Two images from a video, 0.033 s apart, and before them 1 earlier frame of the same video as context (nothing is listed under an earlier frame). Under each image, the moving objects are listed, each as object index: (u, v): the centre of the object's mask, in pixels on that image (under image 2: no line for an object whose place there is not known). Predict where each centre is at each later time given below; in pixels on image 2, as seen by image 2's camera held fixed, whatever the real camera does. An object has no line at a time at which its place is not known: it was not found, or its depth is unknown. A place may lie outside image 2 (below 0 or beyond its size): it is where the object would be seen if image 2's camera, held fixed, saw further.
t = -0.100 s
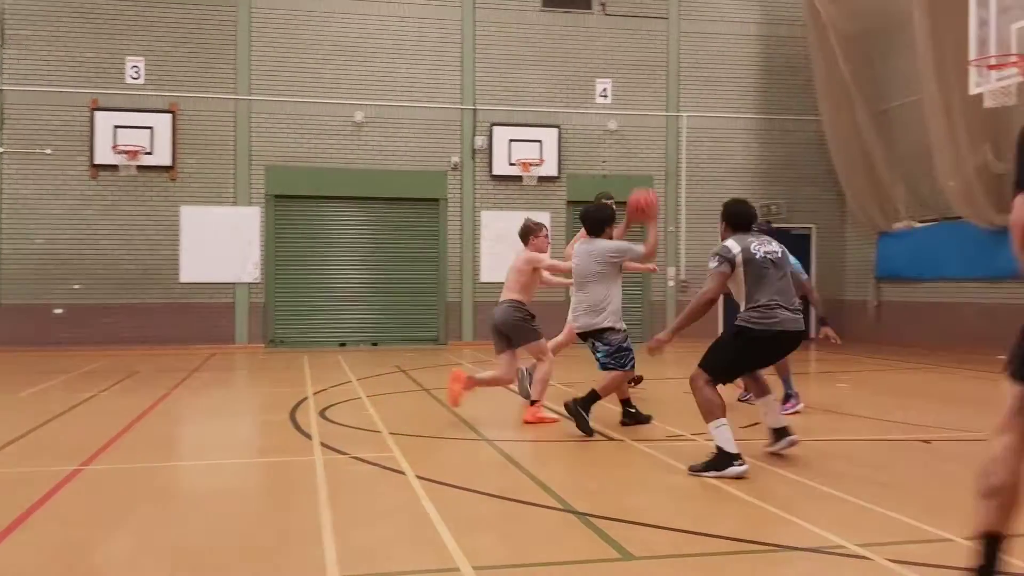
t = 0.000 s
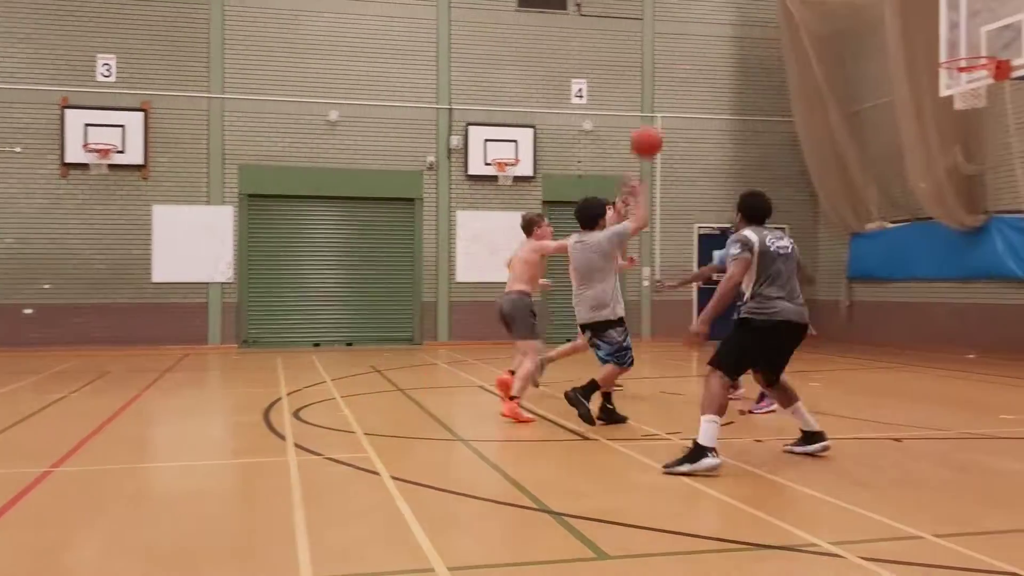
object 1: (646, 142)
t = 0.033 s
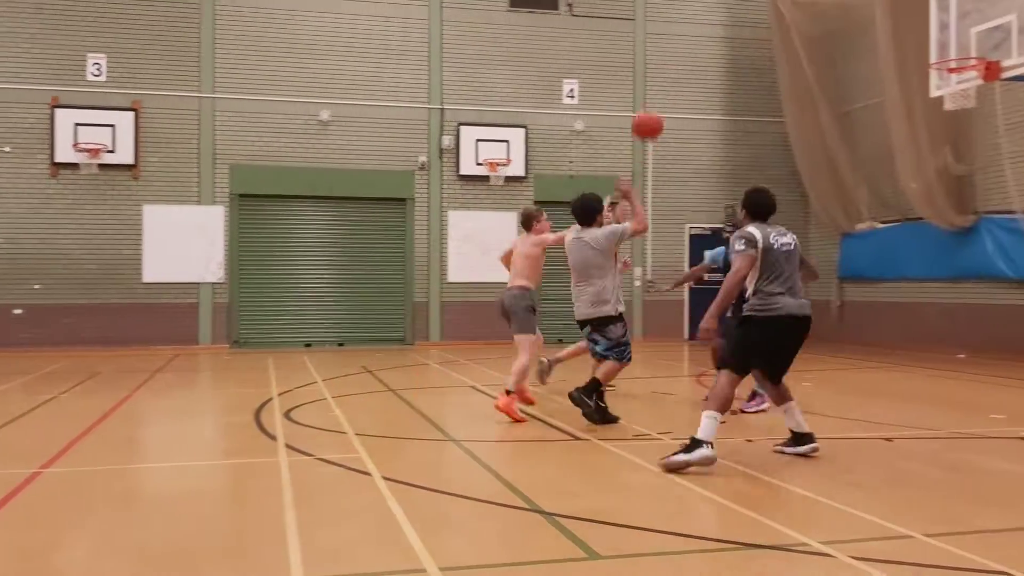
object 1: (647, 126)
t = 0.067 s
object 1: (655, 109)
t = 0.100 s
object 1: (663, 96)
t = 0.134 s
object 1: (670, 83)
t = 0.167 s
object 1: (677, 73)
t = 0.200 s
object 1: (684, 64)
